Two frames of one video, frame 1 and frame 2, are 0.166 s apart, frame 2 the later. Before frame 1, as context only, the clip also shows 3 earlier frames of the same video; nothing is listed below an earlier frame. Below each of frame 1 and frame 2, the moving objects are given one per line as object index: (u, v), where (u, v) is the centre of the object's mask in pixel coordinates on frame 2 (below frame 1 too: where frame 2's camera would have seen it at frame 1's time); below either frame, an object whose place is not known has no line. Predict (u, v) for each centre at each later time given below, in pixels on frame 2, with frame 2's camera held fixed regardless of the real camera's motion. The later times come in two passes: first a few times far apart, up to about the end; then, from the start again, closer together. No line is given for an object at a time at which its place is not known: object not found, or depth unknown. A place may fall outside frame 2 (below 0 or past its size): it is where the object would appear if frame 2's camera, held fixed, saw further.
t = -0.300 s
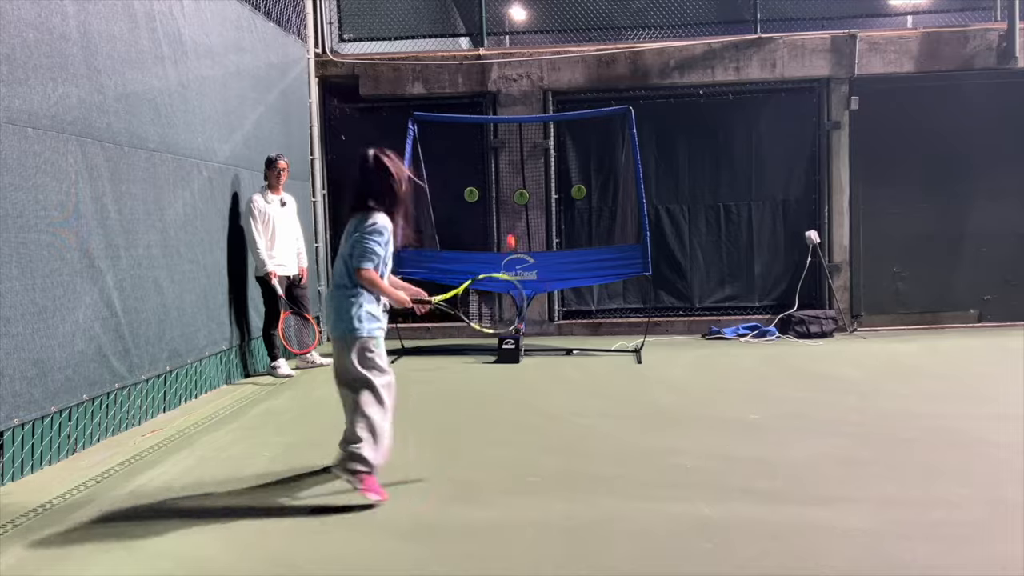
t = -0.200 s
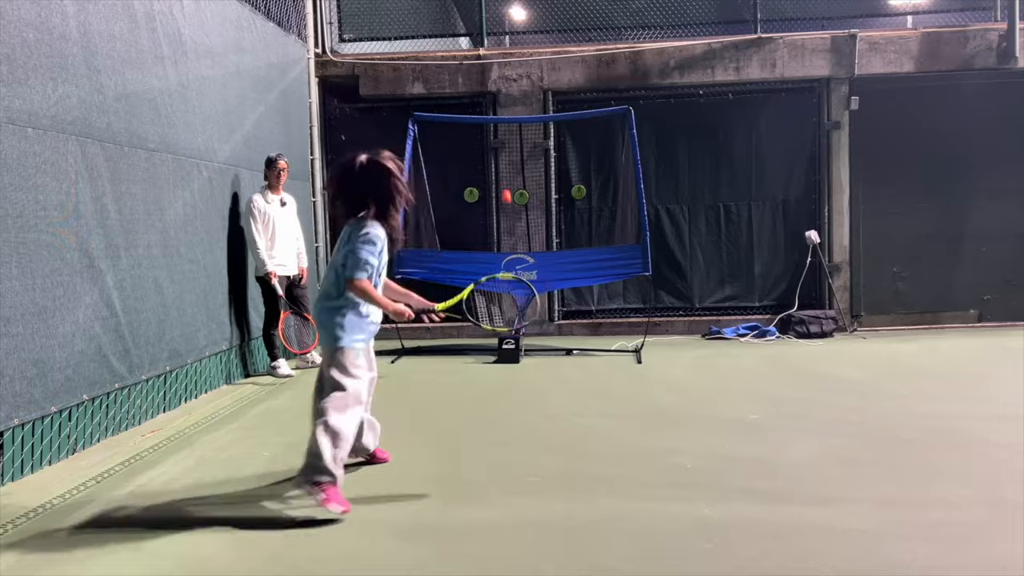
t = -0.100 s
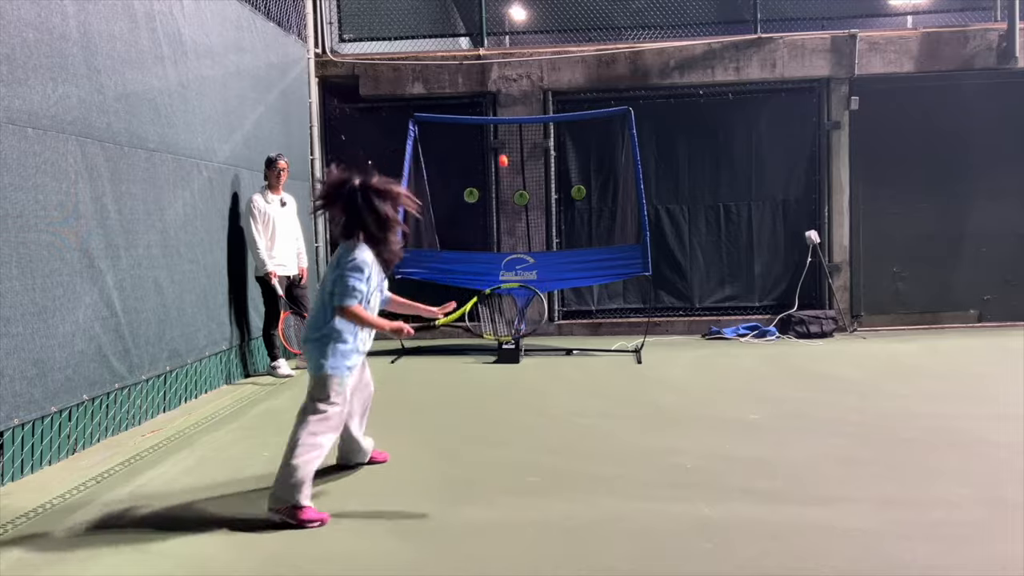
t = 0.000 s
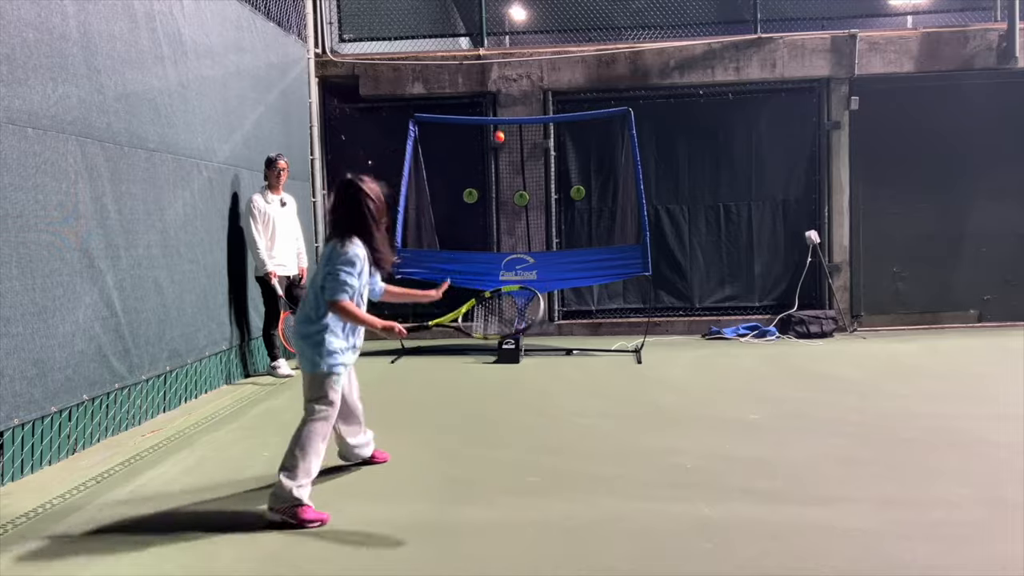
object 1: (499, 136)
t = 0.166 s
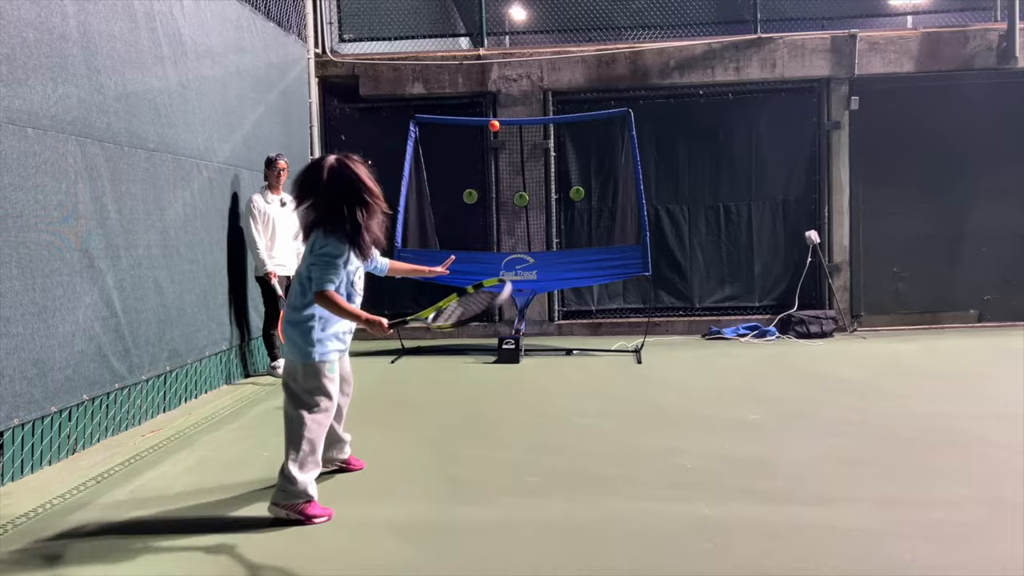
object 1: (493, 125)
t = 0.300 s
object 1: (491, 147)
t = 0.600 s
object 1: (486, 314)
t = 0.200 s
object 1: (493, 128)
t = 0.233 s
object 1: (492, 132)
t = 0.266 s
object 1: (492, 139)
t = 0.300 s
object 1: (491, 147)
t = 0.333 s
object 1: (490, 157)
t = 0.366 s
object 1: (489, 169)
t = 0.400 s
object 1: (489, 183)
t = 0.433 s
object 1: (488, 199)
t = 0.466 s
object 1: (488, 218)
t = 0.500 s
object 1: (487, 238)
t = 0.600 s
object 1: (486, 314)
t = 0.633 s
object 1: (486, 344)
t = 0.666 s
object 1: (486, 377)
